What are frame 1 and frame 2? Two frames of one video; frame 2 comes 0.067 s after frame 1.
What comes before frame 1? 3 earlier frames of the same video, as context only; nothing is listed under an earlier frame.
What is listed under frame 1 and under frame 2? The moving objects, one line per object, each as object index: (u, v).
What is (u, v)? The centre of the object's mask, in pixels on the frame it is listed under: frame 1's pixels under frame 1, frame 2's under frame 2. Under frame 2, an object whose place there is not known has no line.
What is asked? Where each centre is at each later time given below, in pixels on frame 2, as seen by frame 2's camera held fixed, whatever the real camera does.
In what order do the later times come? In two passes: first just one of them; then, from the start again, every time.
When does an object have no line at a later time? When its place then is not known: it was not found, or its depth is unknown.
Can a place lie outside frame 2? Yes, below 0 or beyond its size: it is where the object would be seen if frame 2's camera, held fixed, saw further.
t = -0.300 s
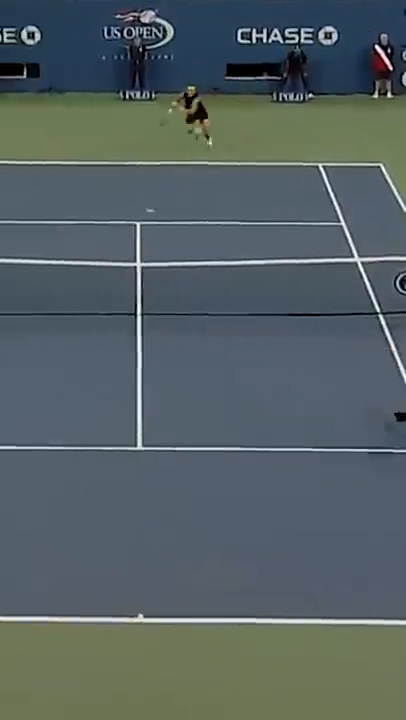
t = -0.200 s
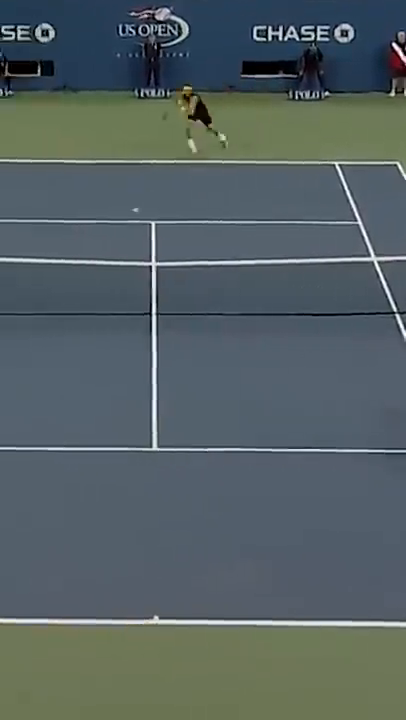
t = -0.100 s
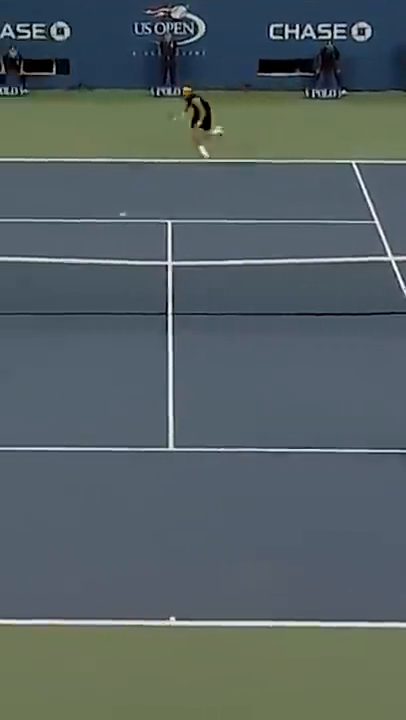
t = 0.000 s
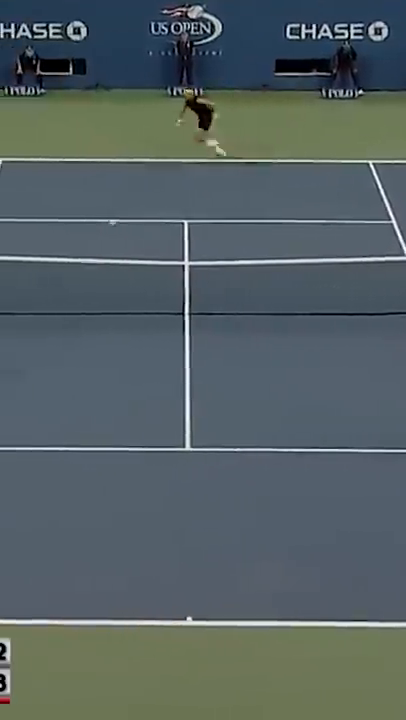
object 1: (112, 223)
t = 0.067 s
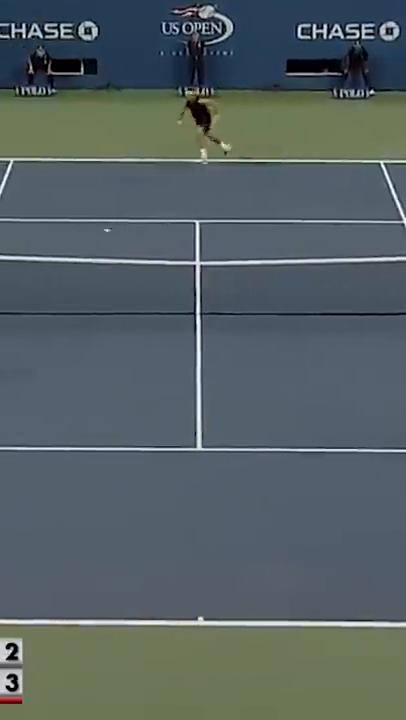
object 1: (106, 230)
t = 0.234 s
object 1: (85, 196)
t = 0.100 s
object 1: (101, 223)
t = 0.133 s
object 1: (96, 214)
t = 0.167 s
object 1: (93, 207)
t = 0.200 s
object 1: (89, 201)
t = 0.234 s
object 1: (85, 196)
